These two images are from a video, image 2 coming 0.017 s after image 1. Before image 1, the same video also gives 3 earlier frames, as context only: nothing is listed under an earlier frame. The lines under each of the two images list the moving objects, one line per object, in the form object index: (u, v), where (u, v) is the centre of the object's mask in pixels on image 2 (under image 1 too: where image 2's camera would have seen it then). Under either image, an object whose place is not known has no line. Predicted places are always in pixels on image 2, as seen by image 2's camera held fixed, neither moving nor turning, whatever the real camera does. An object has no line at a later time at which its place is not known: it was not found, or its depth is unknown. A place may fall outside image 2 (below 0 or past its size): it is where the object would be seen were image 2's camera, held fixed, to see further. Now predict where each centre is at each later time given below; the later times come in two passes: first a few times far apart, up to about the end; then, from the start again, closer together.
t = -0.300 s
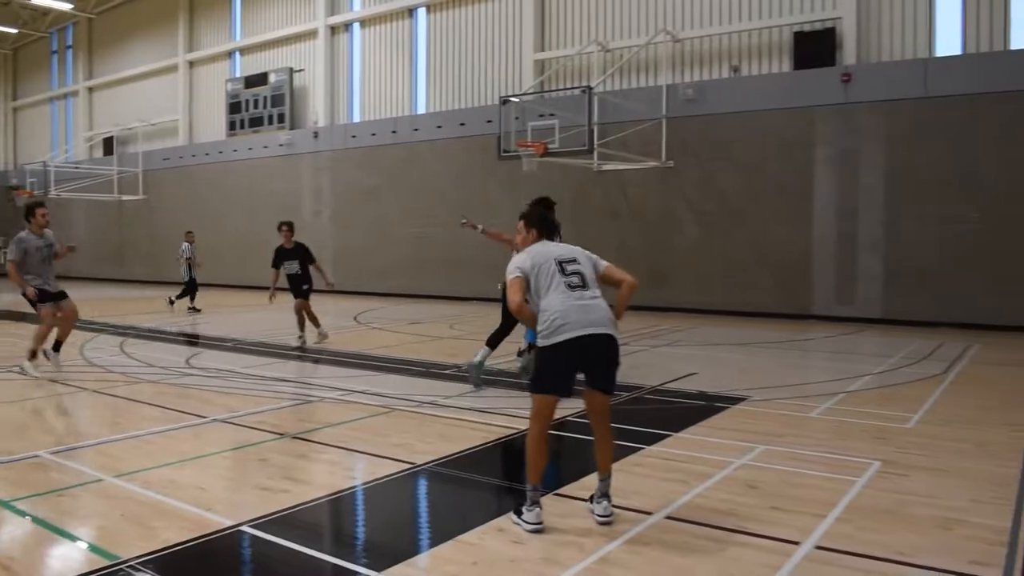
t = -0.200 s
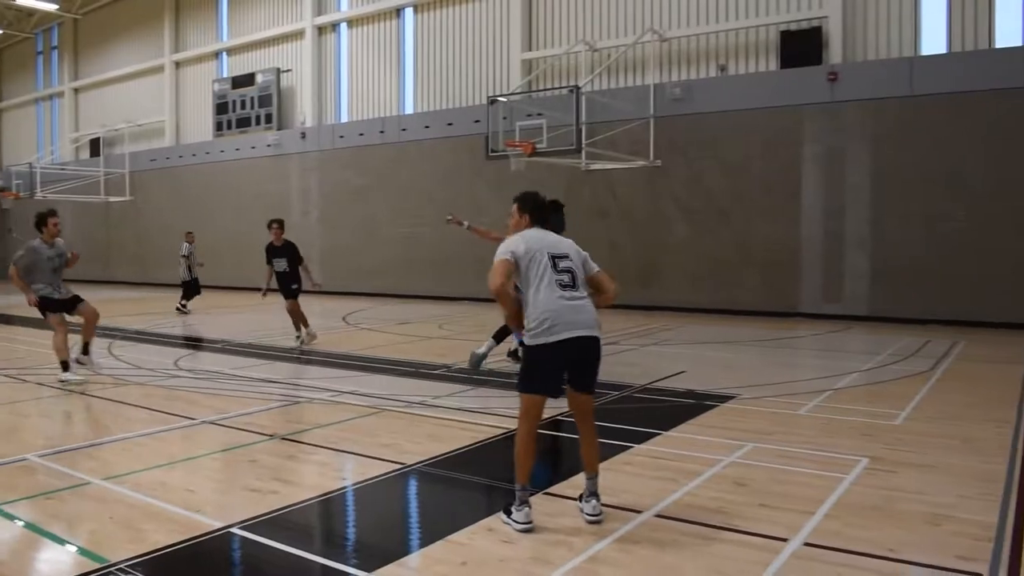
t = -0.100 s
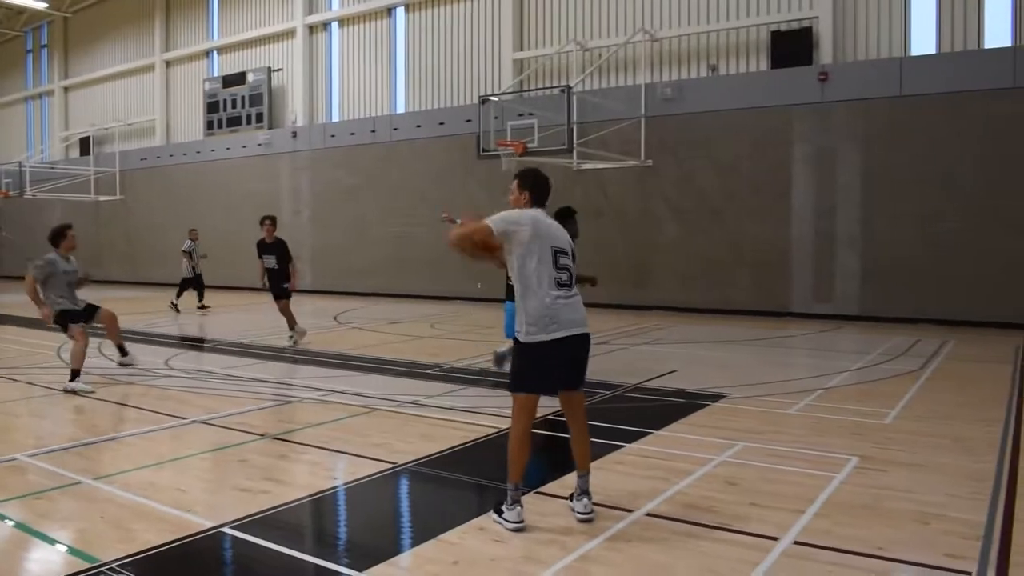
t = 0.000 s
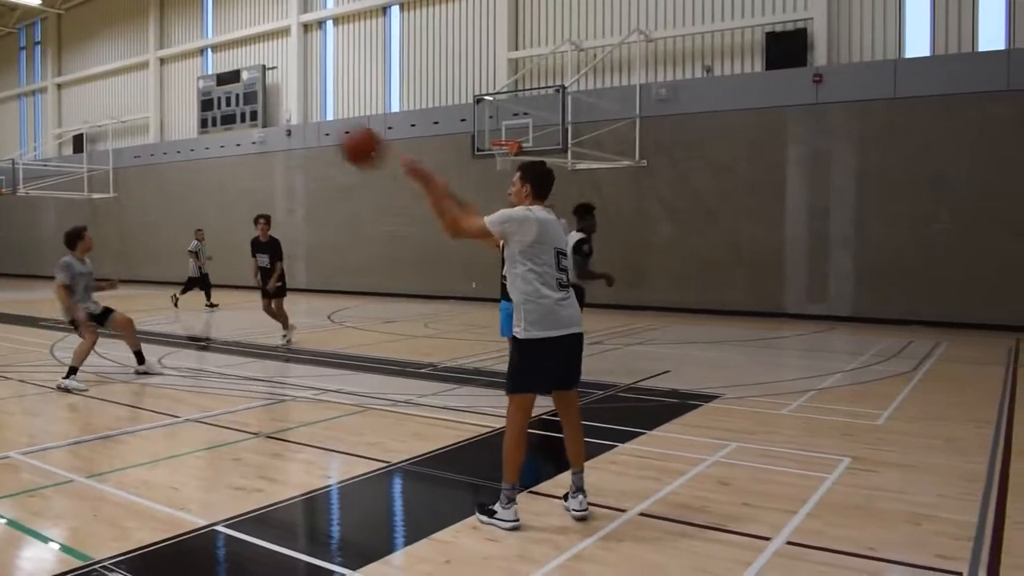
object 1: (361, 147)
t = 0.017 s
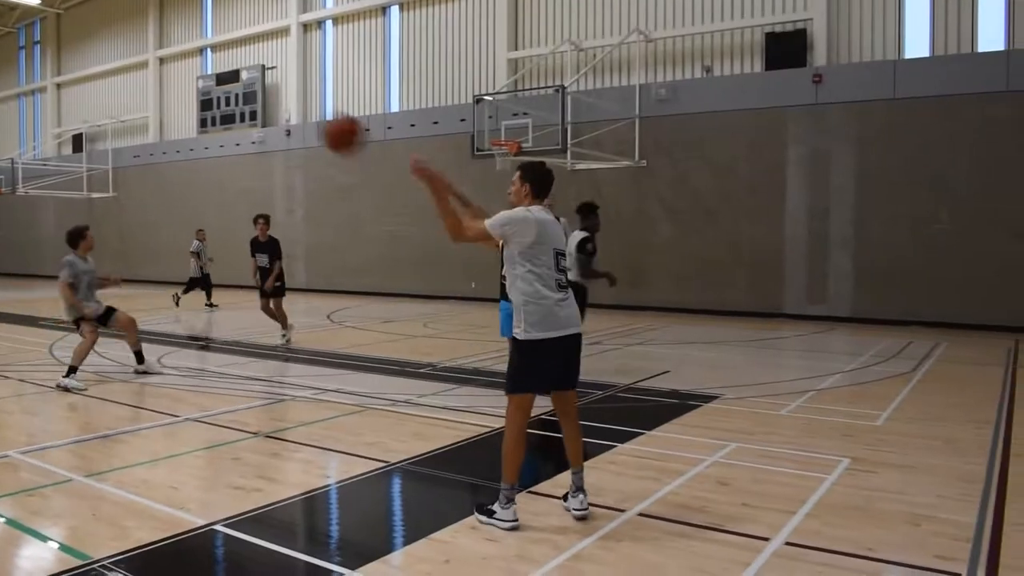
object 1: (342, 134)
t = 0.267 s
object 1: (116, 22)
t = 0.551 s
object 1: (-57, 25)
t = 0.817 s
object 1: (-173, 101)
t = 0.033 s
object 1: (323, 121)
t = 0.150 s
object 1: (209, 55)
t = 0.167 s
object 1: (195, 49)
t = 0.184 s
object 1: (182, 44)
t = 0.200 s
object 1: (168, 38)
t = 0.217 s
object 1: (154, 33)
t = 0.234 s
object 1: (141, 30)
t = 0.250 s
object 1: (129, 26)
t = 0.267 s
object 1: (116, 22)
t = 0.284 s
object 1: (105, 20)
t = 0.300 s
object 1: (92, 17)
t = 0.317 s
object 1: (80, 15)
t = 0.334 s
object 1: (69, 14)
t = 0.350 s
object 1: (59, 14)
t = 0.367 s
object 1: (48, 12)
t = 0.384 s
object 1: (37, 12)
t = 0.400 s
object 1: (26, 12)
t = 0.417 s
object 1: (16, 12)
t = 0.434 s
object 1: (8, 12)
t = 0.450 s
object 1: (-2, 14)
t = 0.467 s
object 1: (-11, 15)
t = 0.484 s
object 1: (-20, 17)
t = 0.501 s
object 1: (-30, 19)
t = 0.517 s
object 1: (-38, 21)
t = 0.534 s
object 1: (-48, 23)
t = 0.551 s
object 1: (-57, 25)
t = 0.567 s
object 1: (-65, 29)
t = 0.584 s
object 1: (-73, 32)
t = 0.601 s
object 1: (-79, 34)
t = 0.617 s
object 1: (-88, 39)
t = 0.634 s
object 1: (-96, 43)
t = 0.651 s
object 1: (-103, 47)
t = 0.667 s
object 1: (-110, 52)
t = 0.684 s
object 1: (-118, 57)
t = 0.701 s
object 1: (-126, 62)
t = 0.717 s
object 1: (-133, 67)
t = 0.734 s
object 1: (-140, 72)
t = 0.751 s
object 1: (-147, 77)
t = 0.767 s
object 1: (-154, 83)
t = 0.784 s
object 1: (-160, 88)
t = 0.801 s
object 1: (-167, 95)
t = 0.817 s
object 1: (-173, 101)
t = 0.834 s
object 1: (-179, 108)
